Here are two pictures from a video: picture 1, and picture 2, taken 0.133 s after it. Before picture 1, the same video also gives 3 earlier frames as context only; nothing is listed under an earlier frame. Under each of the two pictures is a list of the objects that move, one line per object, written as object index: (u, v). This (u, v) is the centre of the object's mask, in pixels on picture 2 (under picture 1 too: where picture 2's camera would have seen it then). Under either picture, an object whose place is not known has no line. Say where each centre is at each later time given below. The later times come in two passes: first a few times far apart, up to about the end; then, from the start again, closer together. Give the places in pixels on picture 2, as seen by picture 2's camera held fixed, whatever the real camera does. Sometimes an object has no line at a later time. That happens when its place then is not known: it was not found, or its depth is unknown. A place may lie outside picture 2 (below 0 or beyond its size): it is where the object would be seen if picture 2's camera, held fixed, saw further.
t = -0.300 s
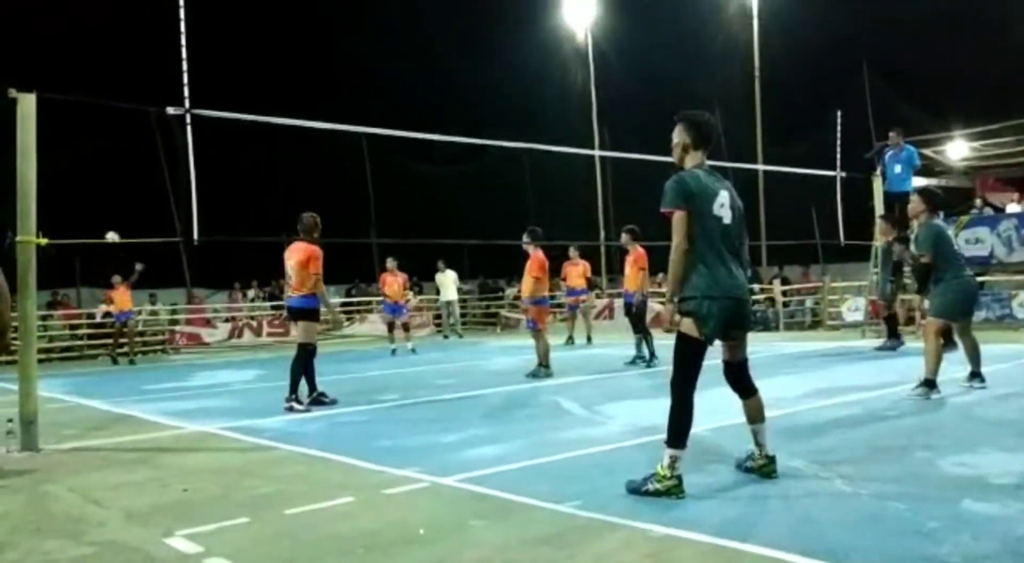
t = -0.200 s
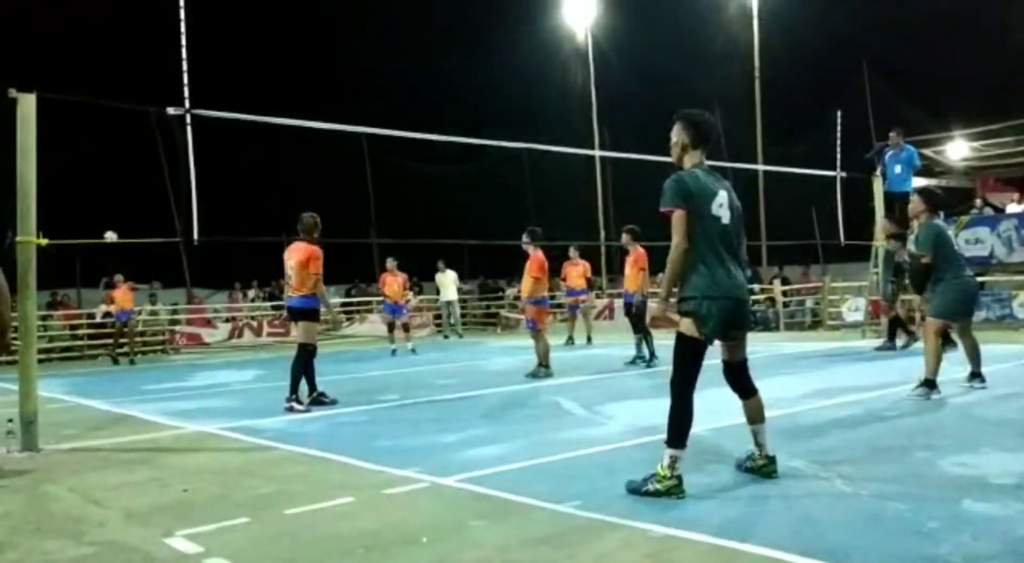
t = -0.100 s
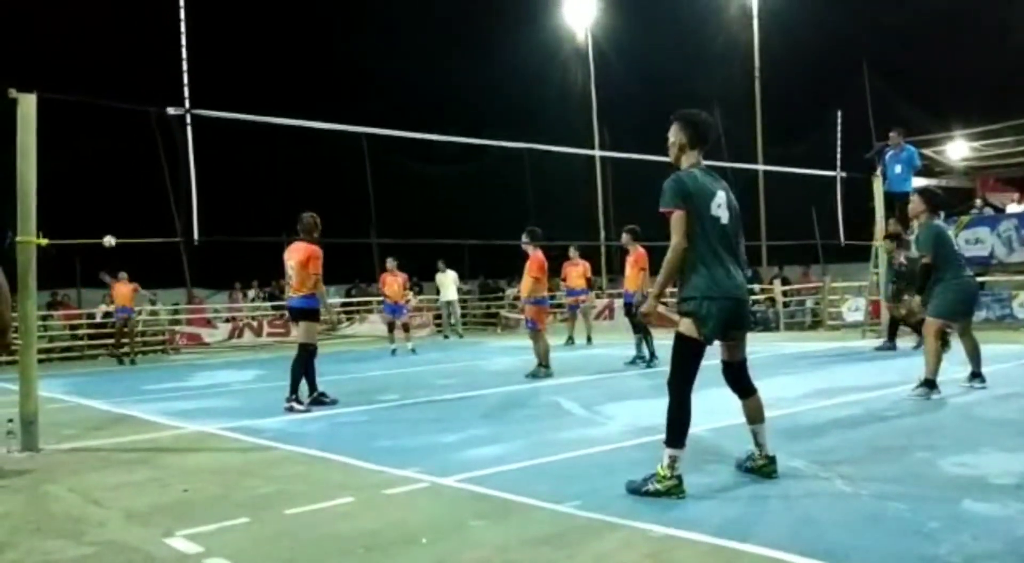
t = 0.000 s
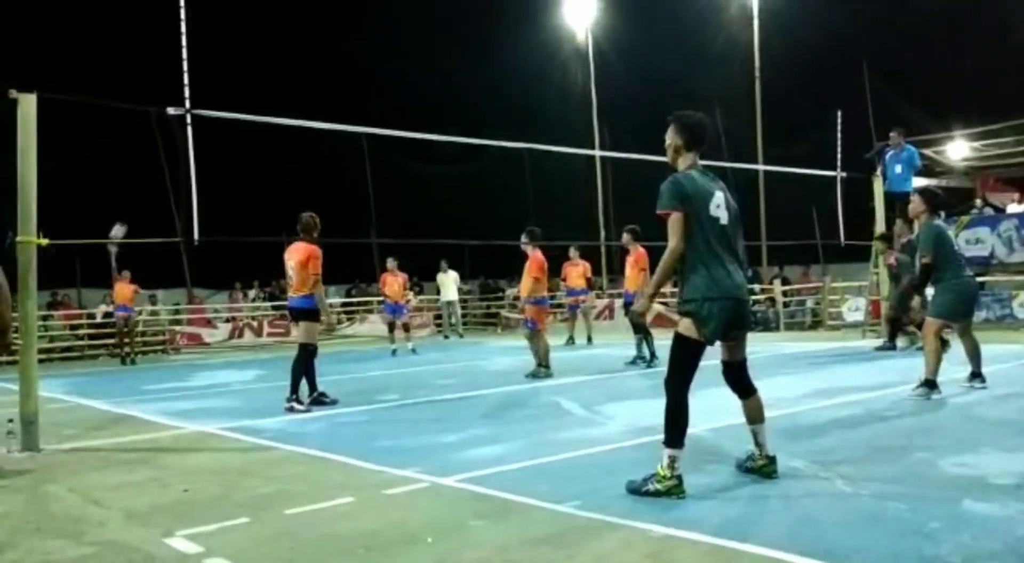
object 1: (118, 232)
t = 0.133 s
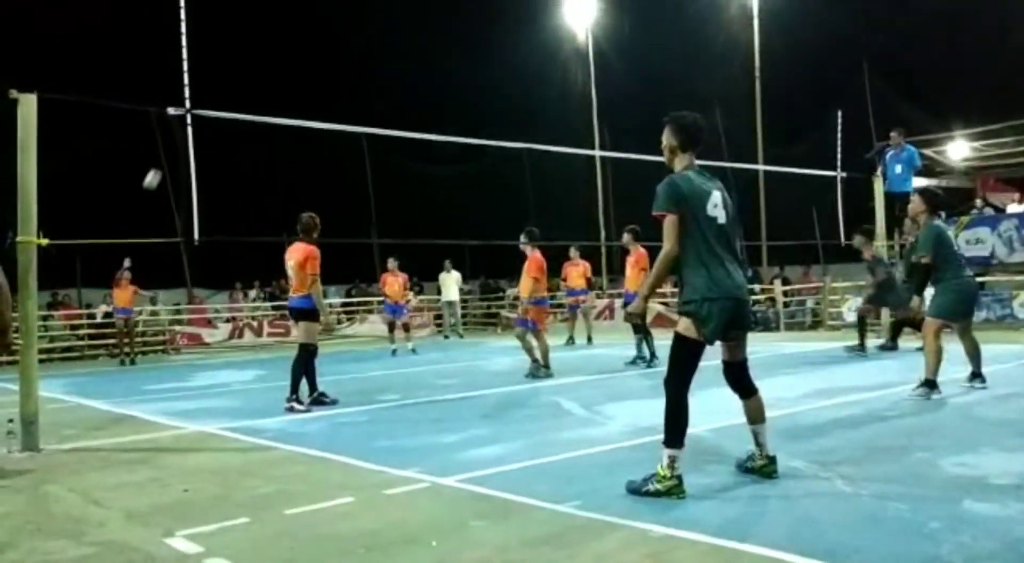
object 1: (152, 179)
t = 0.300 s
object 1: (196, 120)
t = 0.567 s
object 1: (285, 53)
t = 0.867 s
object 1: (428, 38)
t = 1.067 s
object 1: (561, 84)
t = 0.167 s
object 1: (161, 167)
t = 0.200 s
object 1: (170, 154)
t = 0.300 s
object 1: (196, 120)
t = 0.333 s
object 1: (207, 107)
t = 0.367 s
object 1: (217, 99)
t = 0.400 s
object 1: (227, 90)
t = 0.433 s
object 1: (238, 81)
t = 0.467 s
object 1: (249, 73)
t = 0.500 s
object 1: (260, 66)
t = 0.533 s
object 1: (273, 59)
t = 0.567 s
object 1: (285, 53)
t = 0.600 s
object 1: (298, 48)
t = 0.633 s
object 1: (313, 43)
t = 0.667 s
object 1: (327, 40)
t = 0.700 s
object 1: (341, 37)
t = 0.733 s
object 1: (358, 35)
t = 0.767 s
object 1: (374, 34)
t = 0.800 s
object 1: (390, 34)
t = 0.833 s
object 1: (409, 35)
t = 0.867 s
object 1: (428, 38)
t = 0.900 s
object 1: (447, 42)
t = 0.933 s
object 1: (469, 48)
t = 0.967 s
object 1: (491, 55)
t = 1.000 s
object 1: (512, 61)
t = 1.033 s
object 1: (537, 73)
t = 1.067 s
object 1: (561, 84)
